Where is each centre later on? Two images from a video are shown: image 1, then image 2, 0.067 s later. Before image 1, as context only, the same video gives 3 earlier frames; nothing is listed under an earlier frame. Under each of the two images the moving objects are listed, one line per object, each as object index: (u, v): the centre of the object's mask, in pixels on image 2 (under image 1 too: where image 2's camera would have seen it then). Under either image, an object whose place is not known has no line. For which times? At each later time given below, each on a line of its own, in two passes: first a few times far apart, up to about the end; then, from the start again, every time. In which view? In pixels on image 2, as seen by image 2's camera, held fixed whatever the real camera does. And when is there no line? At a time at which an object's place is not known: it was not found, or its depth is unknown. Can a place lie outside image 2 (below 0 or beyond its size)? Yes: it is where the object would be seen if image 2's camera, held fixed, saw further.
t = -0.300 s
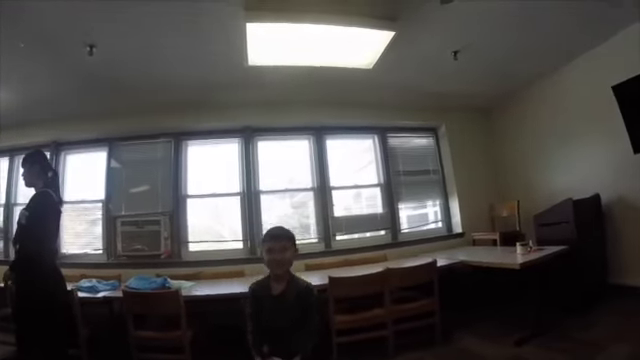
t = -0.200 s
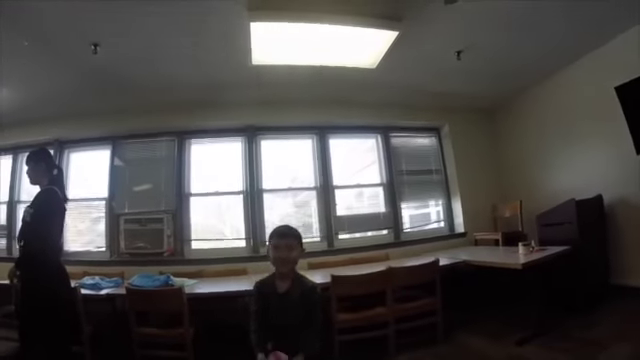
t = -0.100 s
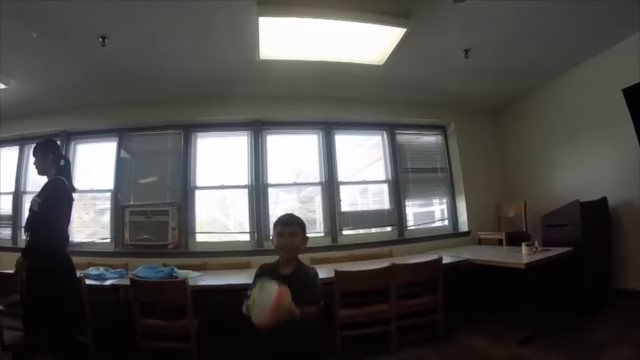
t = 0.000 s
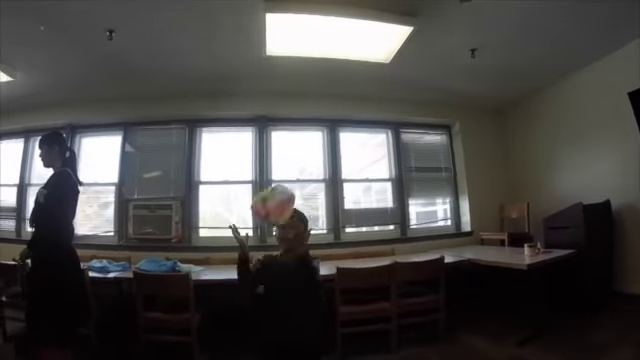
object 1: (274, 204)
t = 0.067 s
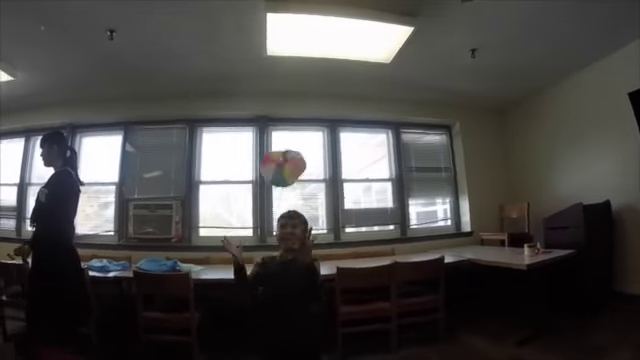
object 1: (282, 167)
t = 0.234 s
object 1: (307, 128)
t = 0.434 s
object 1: (327, 140)
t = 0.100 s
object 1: (288, 153)
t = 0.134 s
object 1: (293, 143)
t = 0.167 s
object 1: (298, 136)
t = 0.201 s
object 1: (303, 131)
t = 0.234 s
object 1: (307, 128)
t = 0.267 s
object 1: (311, 126)
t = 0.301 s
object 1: (314, 126)
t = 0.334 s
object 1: (317, 128)
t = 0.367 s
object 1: (320, 131)
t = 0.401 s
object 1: (324, 135)
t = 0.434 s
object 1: (327, 140)
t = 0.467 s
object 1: (330, 146)
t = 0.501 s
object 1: (332, 154)
